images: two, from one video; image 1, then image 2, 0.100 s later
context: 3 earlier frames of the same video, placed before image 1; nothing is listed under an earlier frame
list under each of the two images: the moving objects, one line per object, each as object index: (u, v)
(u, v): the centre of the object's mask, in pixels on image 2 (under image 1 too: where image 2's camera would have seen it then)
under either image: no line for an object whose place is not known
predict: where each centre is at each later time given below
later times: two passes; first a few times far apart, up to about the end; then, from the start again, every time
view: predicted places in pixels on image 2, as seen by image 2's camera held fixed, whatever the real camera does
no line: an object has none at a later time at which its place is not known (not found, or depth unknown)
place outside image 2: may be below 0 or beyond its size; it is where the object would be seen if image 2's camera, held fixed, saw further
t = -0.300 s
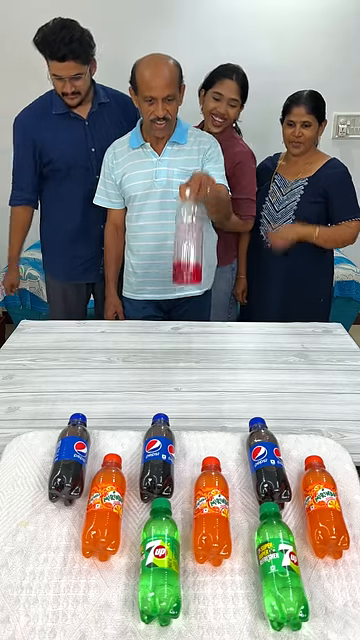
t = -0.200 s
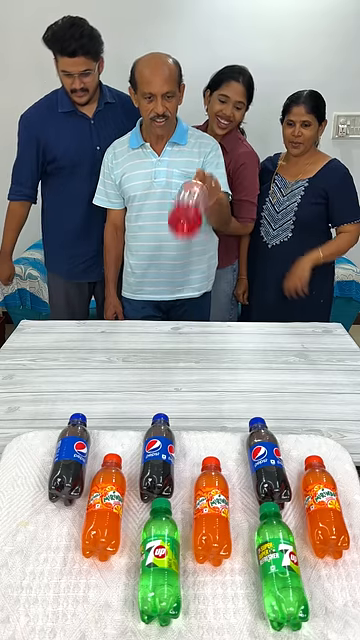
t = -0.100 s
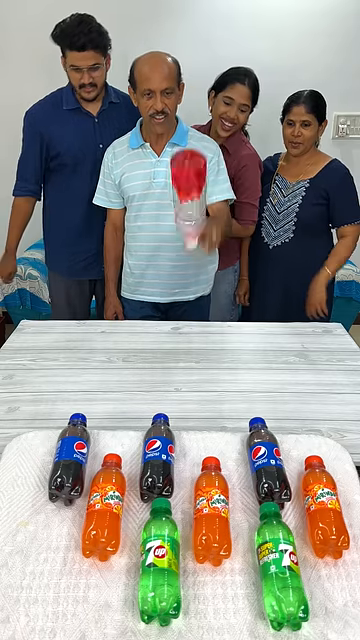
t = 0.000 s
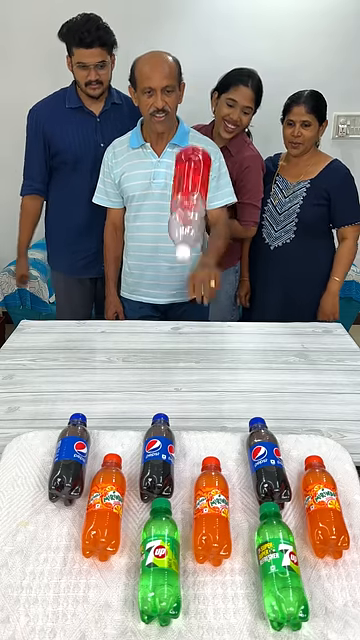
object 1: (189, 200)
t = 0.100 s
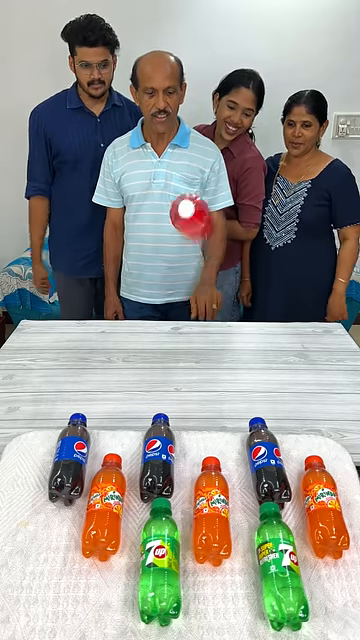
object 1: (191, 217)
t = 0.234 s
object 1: (196, 322)
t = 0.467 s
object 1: (214, 318)
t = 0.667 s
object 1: (226, 337)
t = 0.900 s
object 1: (230, 338)
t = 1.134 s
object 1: (230, 338)
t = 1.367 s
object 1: (230, 338)
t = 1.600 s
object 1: (230, 338)
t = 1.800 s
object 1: (230, 338)
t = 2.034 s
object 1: (230, 338)
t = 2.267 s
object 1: (230, 338)
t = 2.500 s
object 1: (230, 337)
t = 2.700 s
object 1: (230, 338)
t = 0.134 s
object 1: (193, 235)
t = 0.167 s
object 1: (194, 258)
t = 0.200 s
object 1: (195, 286)
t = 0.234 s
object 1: (196, 322)
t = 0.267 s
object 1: (199, 324)
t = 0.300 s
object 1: (202, 322)
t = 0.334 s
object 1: (204, 320)
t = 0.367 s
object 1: (206, 319)
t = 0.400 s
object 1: (209, 317)
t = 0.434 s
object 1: (212, 318)
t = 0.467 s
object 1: (214, 318)
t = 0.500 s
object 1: (217, 320)
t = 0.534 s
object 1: (219, 323)
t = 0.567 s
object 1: (222, 326)
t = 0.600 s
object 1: (223, 332)
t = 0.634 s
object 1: (224, 337)
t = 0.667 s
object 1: (226, 337)
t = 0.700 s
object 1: (227, 338)
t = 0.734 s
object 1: (228, 339)
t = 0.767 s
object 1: (228, 339)
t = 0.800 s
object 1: (228, 339)
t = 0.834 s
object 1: (228, 338)
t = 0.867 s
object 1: (229, 338)
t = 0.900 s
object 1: (230, 338)
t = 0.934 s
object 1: (230, 338)
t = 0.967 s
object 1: (230, 338)
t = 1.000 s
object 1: (230, 338)
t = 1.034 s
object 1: (230, 337)
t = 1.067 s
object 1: (230, 338)
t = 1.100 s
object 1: (230, 338)
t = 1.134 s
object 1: (230, 338)
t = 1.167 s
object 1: (230, 337)
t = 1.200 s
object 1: (230, 337)
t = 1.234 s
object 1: (230, 337)
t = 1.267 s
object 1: (230, 337)
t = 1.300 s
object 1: (230, 337)
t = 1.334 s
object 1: (230, 338)
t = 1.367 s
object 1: (230, 338)
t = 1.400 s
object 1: (230, 338)
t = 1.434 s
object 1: (230, 338)
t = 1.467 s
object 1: (230, 338)
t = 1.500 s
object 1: (230, 338)
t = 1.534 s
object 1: (230, 338)
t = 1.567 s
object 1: (230, 338)
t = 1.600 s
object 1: (230, 338)
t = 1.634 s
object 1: (230, 338)
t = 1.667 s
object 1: (230, 338)
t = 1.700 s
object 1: (230, 338)
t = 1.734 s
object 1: (230, 338)
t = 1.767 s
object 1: (230, 338)
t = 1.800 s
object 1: (230, 338)
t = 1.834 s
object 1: (230, 337)
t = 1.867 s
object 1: (230, 338)
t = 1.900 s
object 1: (230, 338)
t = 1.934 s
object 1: (230, 338)
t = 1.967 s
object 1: (230, 338)
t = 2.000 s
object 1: (230, 338)
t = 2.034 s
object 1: (230, 338)
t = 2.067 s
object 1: (230, 338)
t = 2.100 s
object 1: (230, 338)
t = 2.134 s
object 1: (230, 338)
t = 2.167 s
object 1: (230, 338)
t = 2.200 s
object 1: (230, 337)
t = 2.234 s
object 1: (230, 338)
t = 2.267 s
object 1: (230, 338)
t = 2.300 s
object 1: (230, 338)
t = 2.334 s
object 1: (230, 337)
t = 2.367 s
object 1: (230, 337)
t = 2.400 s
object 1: (230, 337)
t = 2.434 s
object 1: (230, 337)
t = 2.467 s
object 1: (230, 337)
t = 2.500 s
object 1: (230, 337)
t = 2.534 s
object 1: (230, 337)
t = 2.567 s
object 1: (230, 337)
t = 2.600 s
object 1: (230, 338)
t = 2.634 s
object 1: (230, 338)
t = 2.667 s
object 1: (230, 338)
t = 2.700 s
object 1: (230, 338)
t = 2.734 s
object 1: (230, 338)
